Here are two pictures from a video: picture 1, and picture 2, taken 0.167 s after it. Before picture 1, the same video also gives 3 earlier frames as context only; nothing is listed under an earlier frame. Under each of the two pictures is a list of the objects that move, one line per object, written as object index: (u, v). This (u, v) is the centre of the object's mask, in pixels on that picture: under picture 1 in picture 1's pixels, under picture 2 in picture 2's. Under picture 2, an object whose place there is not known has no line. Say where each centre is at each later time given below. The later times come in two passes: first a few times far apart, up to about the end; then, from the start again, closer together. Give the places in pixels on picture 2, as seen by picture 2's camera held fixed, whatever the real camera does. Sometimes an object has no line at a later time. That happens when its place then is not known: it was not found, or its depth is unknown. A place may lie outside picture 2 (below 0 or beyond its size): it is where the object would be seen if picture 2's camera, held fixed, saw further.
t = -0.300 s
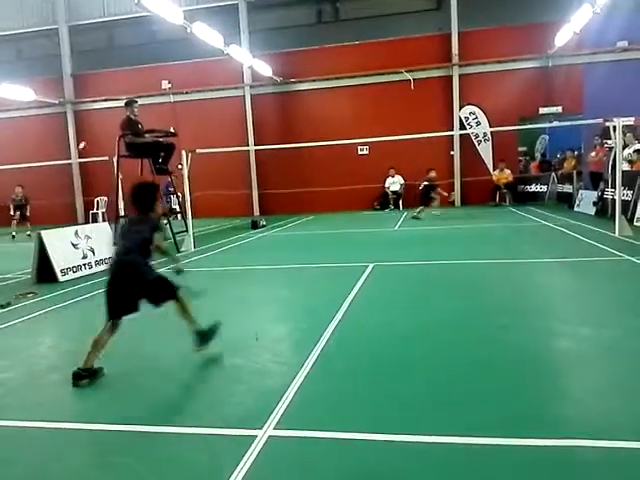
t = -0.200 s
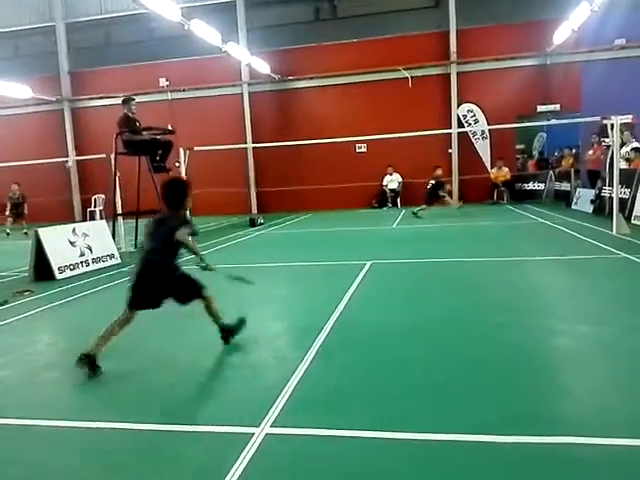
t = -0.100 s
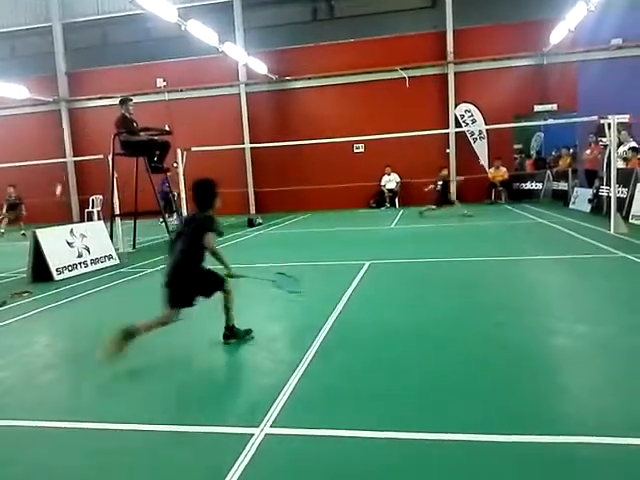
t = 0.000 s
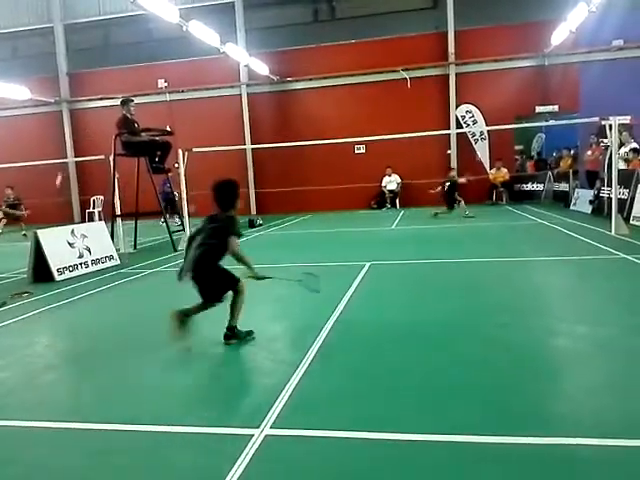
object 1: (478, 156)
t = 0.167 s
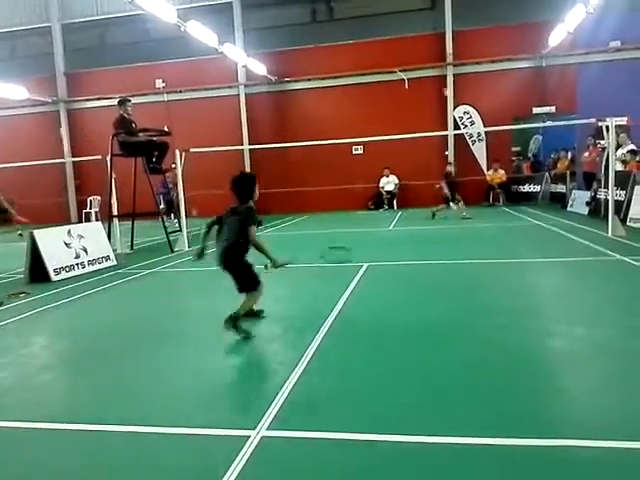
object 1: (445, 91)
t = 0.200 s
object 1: (441, 83)
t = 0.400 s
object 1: (411, 43)
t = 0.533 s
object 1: (390, 33)
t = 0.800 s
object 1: (345, 70)
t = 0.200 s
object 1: (441, 83)
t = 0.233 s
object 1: (437, 75)
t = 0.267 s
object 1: (431, 66)
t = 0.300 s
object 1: (426, 59)
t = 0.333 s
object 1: (421, 53)
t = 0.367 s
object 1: (416, 47)
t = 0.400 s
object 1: (411, 43)
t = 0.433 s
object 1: (406, 39)
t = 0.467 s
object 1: (400, 35)
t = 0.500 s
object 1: (395, 33)
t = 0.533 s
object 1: (390, 33)
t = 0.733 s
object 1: (356, 53)
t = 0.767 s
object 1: (350, 61)
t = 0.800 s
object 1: (345, 70)
